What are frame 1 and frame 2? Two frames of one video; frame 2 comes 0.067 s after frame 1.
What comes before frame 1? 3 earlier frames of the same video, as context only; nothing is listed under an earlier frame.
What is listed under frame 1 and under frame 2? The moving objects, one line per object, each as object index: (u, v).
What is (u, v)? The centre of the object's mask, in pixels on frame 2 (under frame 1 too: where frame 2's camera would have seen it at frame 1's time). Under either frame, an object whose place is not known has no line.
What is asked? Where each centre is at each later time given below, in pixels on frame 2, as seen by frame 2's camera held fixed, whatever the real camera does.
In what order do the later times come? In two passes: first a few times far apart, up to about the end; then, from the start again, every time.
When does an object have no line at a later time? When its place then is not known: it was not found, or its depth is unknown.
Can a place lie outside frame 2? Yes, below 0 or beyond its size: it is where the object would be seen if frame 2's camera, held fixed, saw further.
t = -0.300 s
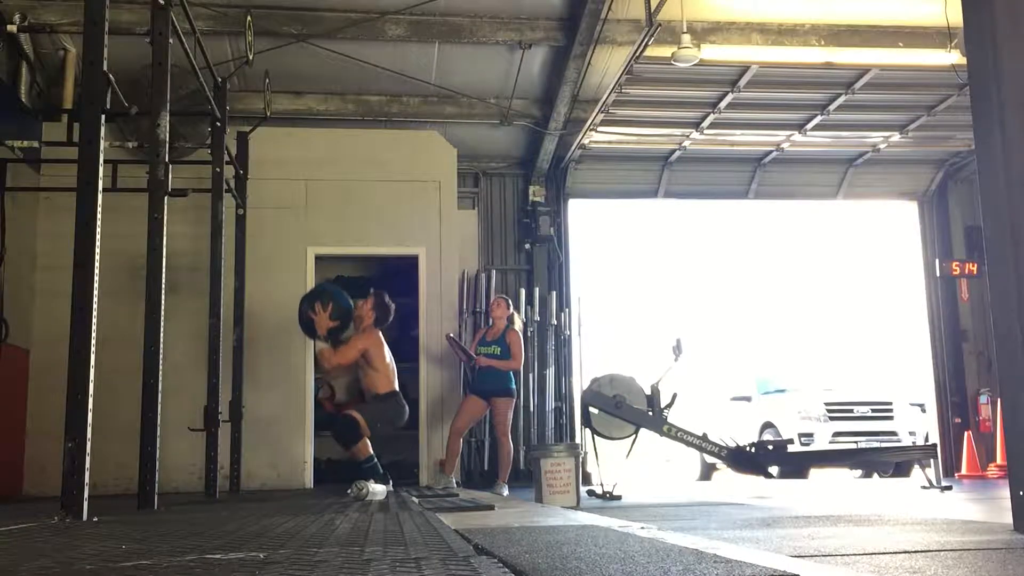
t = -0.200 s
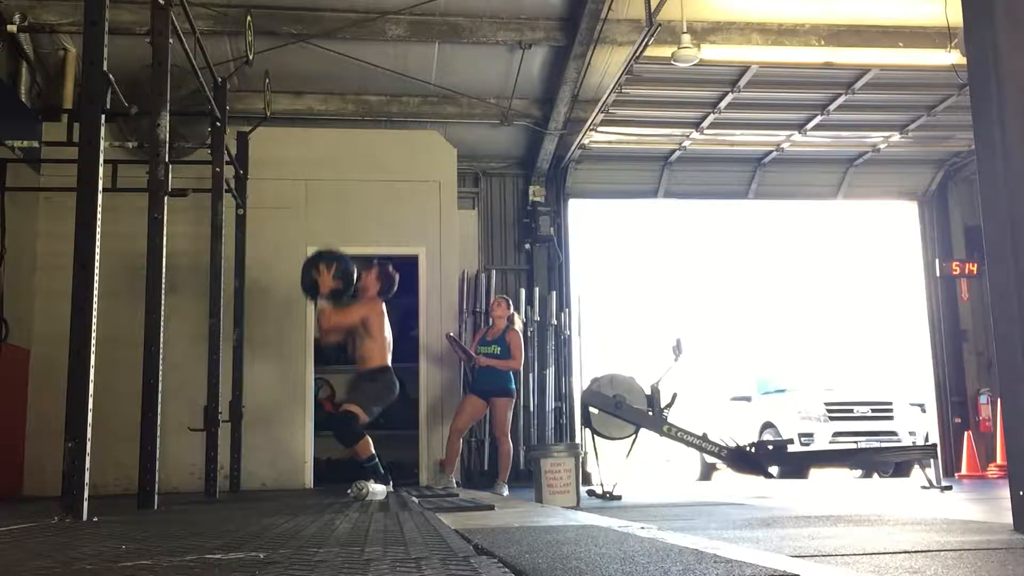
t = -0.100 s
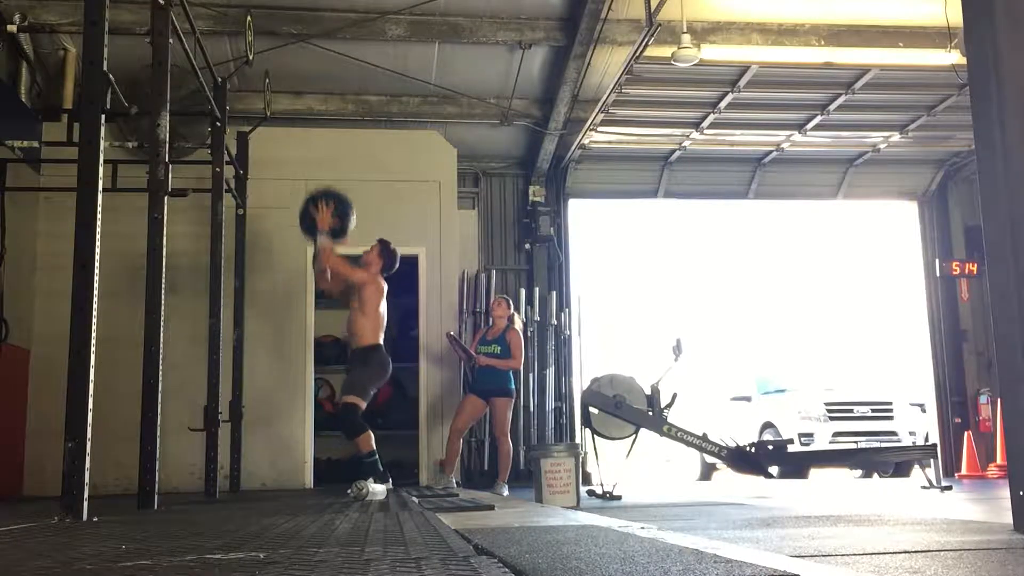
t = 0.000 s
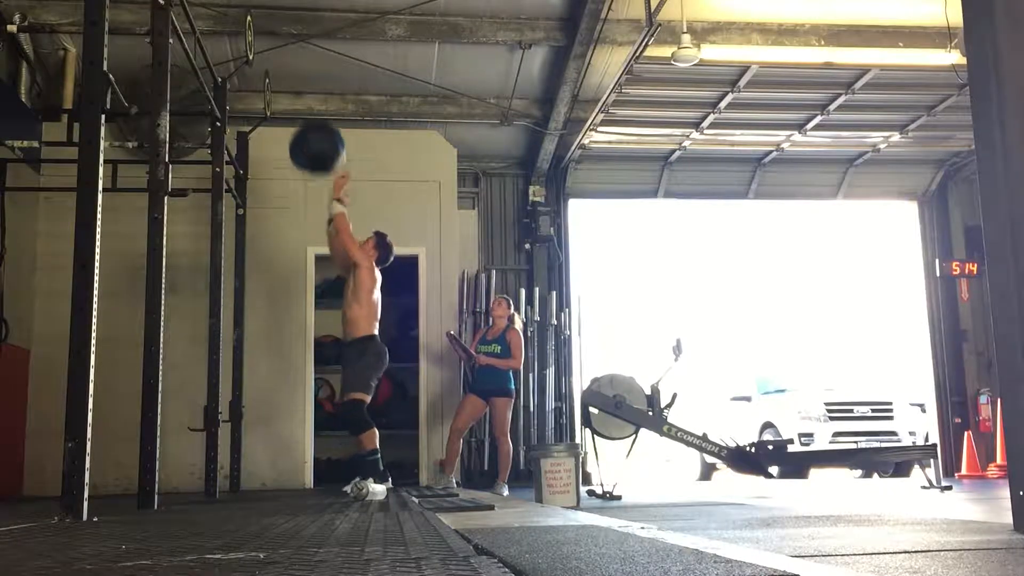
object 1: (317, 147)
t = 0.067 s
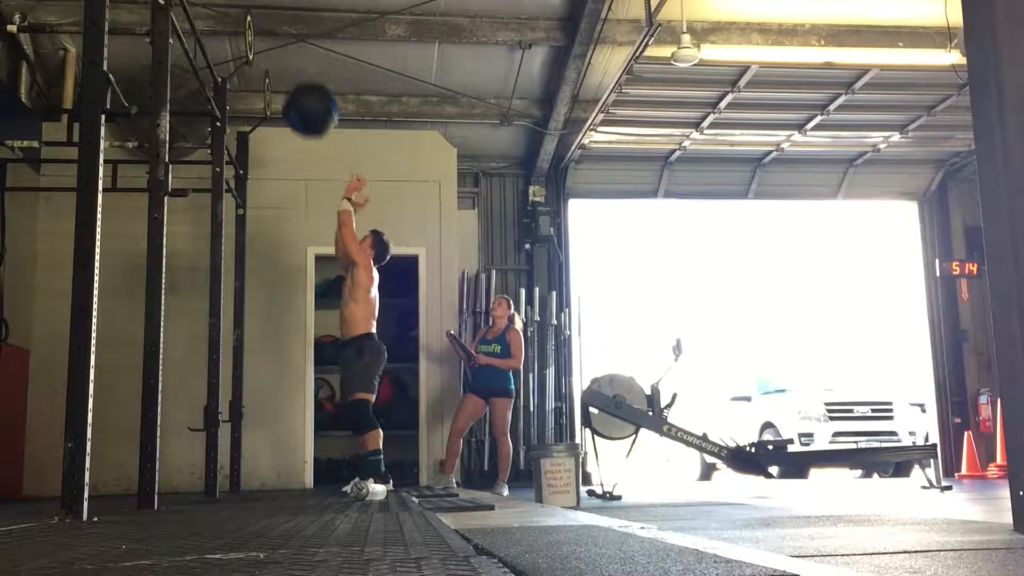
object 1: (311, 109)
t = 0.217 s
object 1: (295, 48)
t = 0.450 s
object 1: (273, 21)
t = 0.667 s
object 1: (286, 57)
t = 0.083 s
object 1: (308, 101)
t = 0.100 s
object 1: (306, 93)
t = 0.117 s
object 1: (305, 85)
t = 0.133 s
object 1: (303, 78)
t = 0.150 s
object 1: (301, 71)
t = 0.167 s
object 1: (300, 65)
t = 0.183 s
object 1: (298, 59)
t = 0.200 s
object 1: (296, 54)
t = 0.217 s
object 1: (295, 48)
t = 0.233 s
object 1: (293, 44)
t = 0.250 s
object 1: (291, 40)
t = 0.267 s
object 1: (290, 36)
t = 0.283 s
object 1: (288, 32)
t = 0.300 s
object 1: (287, 29)
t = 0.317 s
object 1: (285, 26)
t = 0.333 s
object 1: (283, 25)
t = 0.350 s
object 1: (282, 23)
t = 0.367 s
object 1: (281, 22)
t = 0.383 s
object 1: (279, 21)
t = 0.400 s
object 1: (277, 21)
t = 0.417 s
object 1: (275, 21)
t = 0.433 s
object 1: (274, 21)
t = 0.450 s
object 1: (273, 21)
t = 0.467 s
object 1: (273, 21)
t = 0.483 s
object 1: (273, 22)
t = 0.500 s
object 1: (274, 23)
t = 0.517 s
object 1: (274, 24)
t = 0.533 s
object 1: (275, 25)
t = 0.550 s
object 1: (276, 28)
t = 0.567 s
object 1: (279, 31)
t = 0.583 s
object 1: (279, 35)
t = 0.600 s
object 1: (280, 39)
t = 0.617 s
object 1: (281, 43)
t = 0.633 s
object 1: (283, 47)
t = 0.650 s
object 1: (284, 52)
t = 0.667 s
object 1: (286, 57)
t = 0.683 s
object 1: (286, 62)
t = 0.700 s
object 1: (288, 68)
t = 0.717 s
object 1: (288, 75)
